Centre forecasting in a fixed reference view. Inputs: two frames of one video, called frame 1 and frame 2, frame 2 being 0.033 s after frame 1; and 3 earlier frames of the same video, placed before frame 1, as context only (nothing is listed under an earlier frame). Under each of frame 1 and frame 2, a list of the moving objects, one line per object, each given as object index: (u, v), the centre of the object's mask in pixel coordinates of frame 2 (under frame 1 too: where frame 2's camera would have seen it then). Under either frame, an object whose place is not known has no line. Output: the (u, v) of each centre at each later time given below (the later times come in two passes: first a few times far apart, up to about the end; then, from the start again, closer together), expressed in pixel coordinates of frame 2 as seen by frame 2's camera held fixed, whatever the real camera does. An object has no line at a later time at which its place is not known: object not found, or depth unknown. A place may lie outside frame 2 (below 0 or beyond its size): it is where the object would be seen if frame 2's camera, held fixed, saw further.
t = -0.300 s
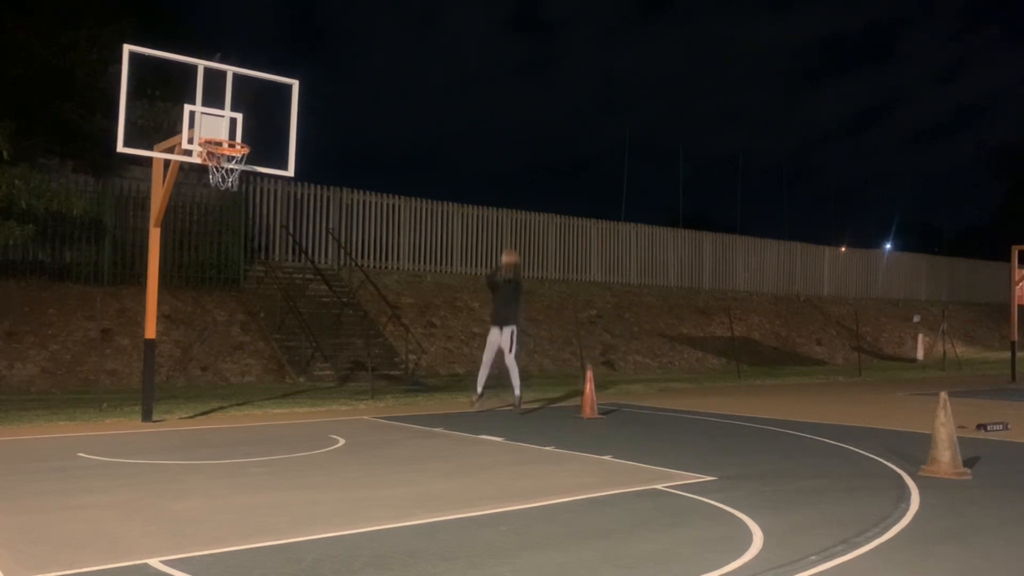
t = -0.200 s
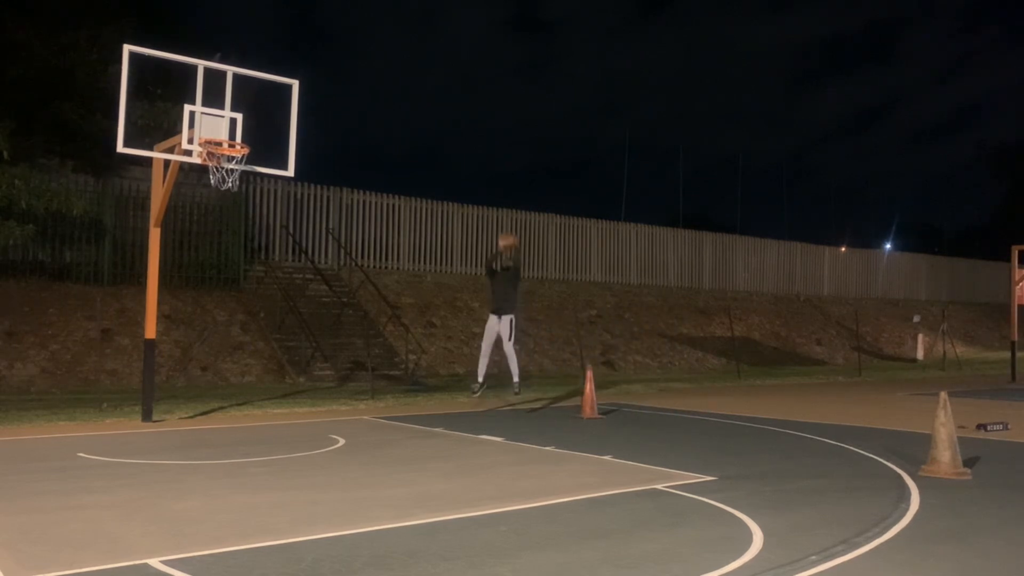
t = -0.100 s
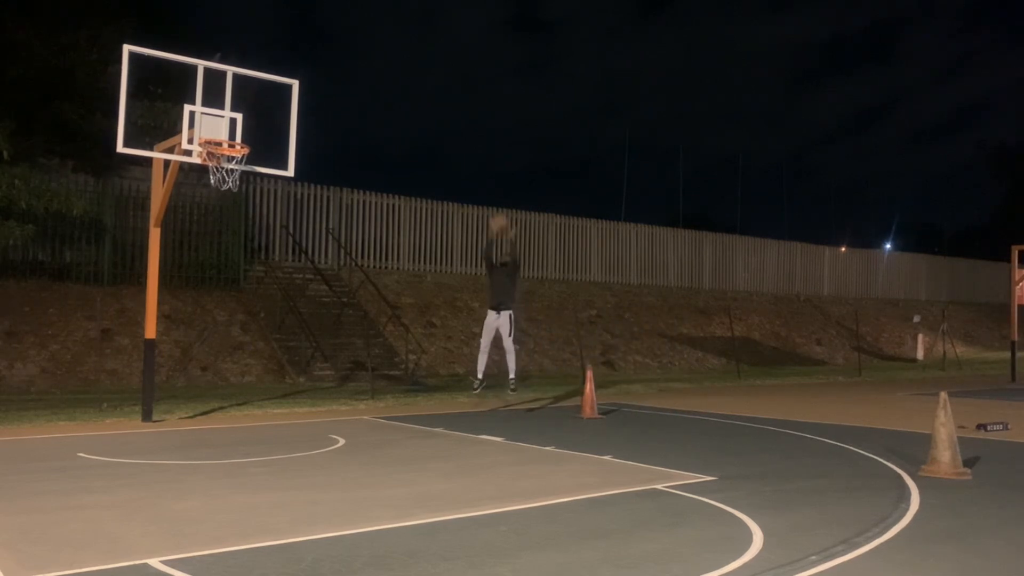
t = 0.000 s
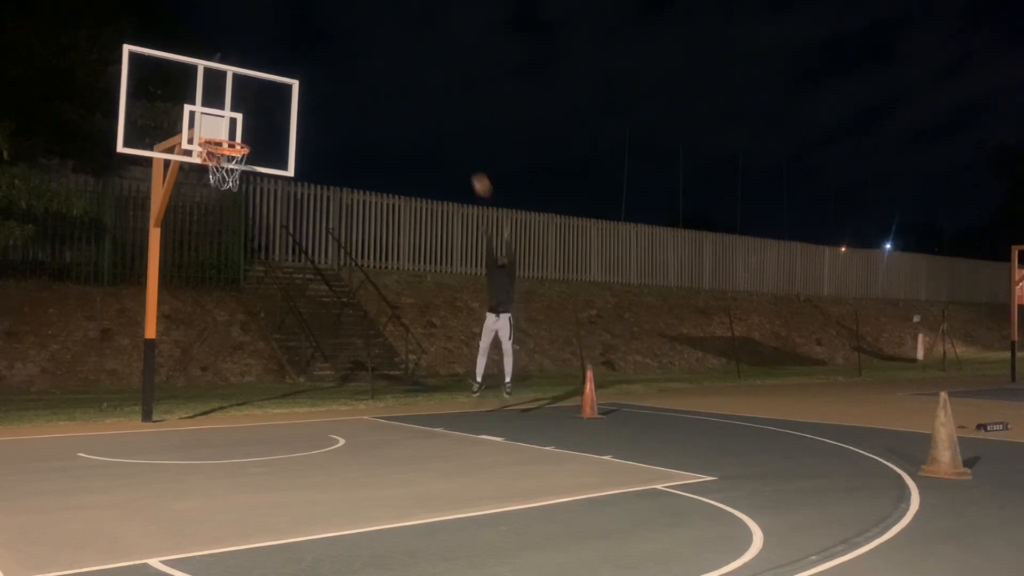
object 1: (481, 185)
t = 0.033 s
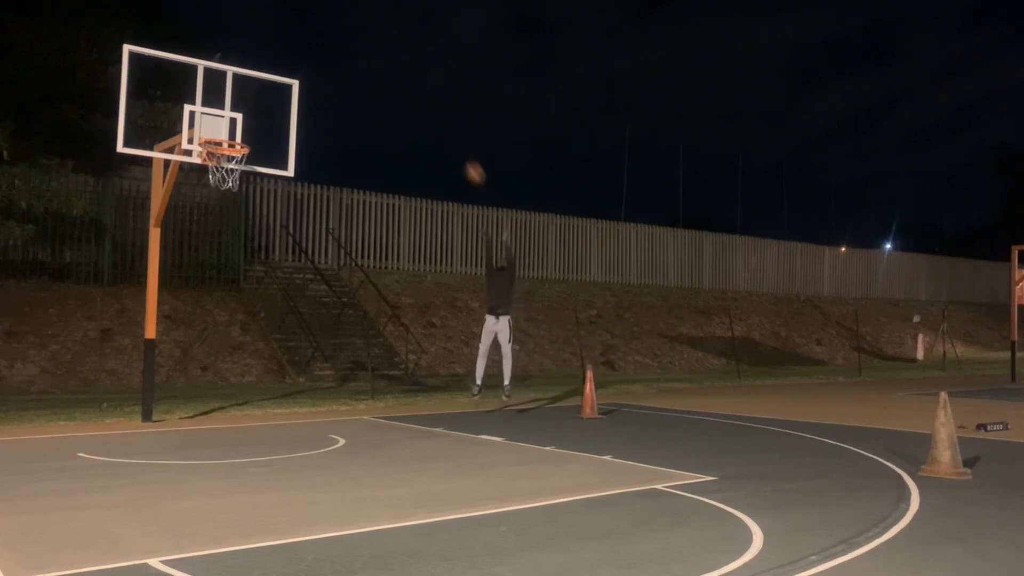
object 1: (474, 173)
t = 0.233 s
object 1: (431, 114)
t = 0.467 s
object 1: (375, 79)
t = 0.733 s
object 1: (301, 91)
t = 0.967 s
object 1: (227, 133)
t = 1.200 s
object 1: (225, 123)
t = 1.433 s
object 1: (242, 137)
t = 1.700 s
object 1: (260, 162)
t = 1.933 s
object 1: (274, 235)
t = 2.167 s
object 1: (288, 355)
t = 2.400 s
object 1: (302, 373)
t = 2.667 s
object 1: (320, 309)
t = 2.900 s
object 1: (333, 304)
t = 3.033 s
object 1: (340, 324)
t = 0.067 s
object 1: (468, 161)
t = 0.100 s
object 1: (461, 152)
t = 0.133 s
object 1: (454, 141)
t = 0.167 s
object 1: (446, 131)
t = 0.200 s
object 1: (439, 122)
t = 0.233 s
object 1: (431, 114)
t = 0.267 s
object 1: (424, 107)
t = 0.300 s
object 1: (416, 100)
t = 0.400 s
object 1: (392, 85)
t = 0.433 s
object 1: (383, 81)
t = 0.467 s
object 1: (375, 79)
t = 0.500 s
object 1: (367, 77)
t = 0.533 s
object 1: (358, 76)
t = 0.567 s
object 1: (348, 76)
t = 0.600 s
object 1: (339, 77)
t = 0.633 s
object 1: (330, 79)
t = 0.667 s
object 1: (320, 83)
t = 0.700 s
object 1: (311, 86)
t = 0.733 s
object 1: (301, 91)
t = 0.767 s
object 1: (289, 98)
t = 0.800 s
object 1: (278, 105)
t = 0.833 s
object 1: (268, 114)
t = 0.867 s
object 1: (258, 124)
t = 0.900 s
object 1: (248, 133)
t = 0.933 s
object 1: (239, 136)
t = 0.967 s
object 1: (227, 133)
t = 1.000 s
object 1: (218, 133)
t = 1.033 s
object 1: (217, 132)
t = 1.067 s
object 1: (218, 129)
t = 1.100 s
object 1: (219, 126)
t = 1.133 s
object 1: (221, 124)
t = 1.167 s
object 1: (223, 123)
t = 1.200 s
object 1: (225, 123)
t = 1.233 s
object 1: (226, 124)
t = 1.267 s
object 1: (228, 126)
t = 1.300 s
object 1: (230, 129)
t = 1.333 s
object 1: (232, 132)
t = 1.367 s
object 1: (236, 135)
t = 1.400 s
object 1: (238, 138)
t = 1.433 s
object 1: (242, 137)
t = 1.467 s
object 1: (244, 137)
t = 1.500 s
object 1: (247, 138)
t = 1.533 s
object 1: (249, 140)
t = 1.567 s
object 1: (251, 142)
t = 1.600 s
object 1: (254, 145)
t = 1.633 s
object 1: (257, 150)
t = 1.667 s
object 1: (259, 155)
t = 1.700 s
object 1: (260, 162)
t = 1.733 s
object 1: (262, 169)
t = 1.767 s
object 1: (264, 179)
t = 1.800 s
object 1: (267, 187)
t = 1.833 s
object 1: (268, 198)
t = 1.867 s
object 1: (271, 209)
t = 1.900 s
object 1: (273, 221)
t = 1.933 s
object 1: (274, 235)
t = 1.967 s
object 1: (277, 250)
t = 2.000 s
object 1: (279, 265)
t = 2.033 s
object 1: (281, 281)
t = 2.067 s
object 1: (283, 298)
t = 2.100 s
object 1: (285, 317)
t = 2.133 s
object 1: (286, 335)
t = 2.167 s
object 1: (288, 355)
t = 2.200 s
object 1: (289, 376)
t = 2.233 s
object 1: (290, 396)
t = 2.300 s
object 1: (294, 417)
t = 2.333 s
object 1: (296, 398)
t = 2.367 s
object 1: (299, 386)
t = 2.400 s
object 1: (302, 373)
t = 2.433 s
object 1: (304, 362)
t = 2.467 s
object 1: (307, 352)
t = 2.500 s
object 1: (309, 342)
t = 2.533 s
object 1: (311, 333)
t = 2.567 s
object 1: (314, 326)
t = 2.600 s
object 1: (316, 319)
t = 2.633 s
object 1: (318, 313)
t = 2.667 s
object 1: (320, 309)
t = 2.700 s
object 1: (322, 305)
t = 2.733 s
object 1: (324, 303)
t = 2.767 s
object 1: (326, 301)
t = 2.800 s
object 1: (328, 301)
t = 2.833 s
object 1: (330, 301)
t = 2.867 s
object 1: (332, 302)
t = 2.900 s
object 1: (333, 304)
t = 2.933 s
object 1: (335, 308)
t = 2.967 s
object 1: (337, 312)
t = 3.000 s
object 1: (339, 318)
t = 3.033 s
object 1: (340, 324)
